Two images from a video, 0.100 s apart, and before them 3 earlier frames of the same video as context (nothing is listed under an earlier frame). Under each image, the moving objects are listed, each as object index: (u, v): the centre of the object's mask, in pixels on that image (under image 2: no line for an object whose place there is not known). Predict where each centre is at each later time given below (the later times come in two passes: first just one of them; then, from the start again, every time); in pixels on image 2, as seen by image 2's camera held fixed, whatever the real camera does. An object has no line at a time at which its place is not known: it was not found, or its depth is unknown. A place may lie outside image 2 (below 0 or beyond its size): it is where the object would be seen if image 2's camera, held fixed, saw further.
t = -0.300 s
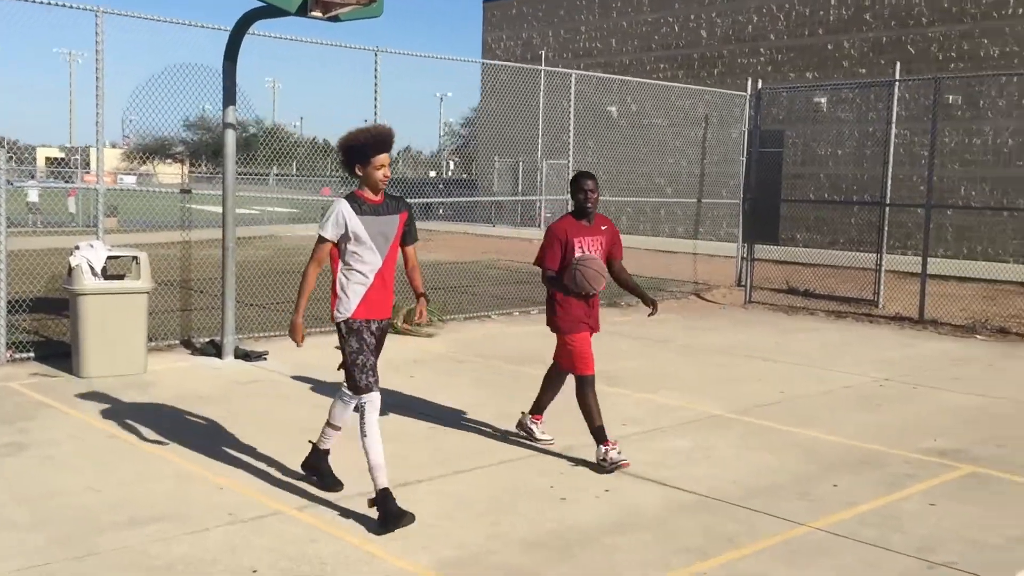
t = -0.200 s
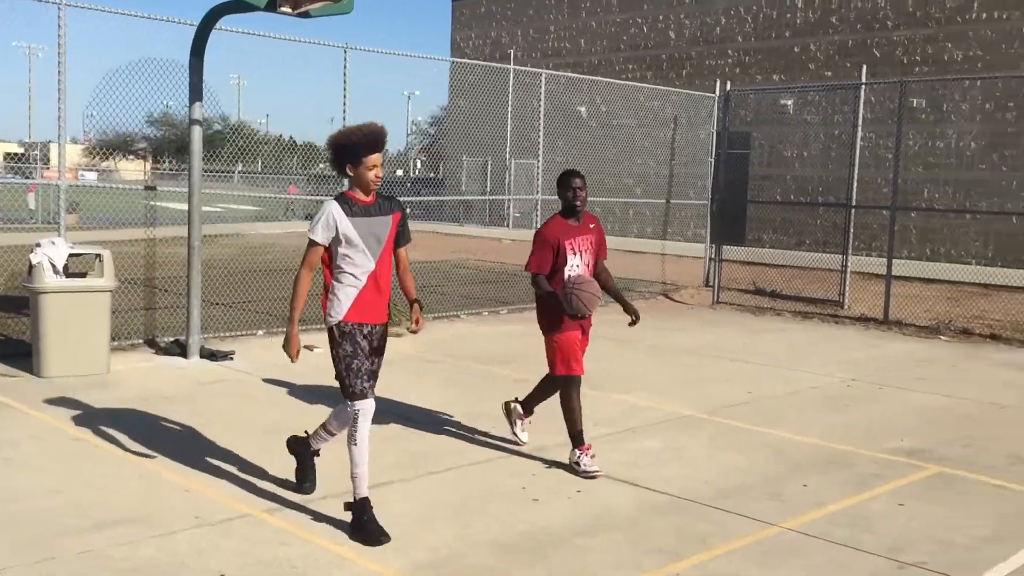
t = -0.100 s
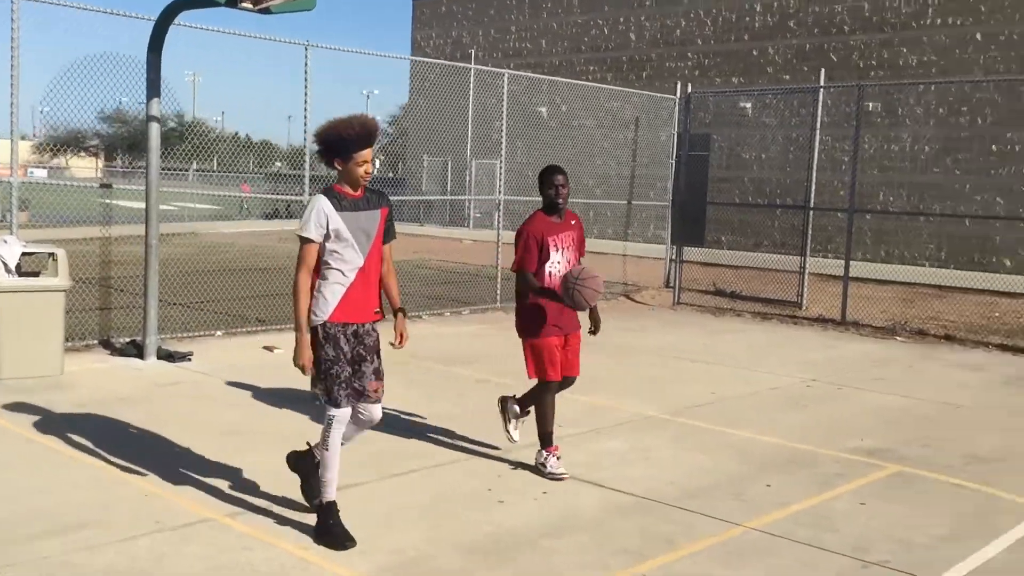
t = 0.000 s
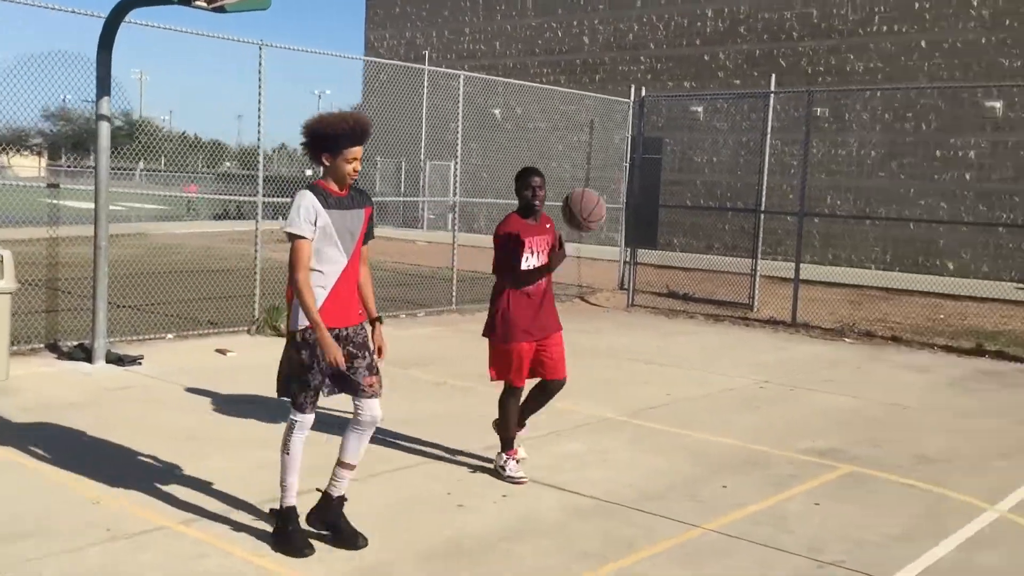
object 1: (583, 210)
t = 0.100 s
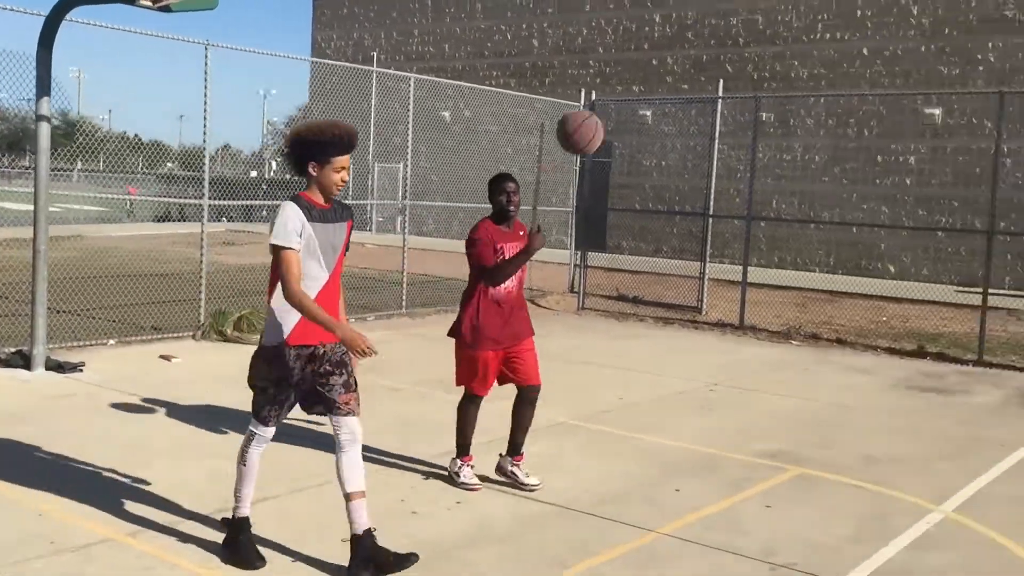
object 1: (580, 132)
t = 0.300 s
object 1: (680, 14)
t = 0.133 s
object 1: (596, 107)
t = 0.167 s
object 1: (612, 84)
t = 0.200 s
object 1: (628, 63)
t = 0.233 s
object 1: (645, 43)
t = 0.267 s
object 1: (662, 26)
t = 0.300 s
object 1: (680, 14)
